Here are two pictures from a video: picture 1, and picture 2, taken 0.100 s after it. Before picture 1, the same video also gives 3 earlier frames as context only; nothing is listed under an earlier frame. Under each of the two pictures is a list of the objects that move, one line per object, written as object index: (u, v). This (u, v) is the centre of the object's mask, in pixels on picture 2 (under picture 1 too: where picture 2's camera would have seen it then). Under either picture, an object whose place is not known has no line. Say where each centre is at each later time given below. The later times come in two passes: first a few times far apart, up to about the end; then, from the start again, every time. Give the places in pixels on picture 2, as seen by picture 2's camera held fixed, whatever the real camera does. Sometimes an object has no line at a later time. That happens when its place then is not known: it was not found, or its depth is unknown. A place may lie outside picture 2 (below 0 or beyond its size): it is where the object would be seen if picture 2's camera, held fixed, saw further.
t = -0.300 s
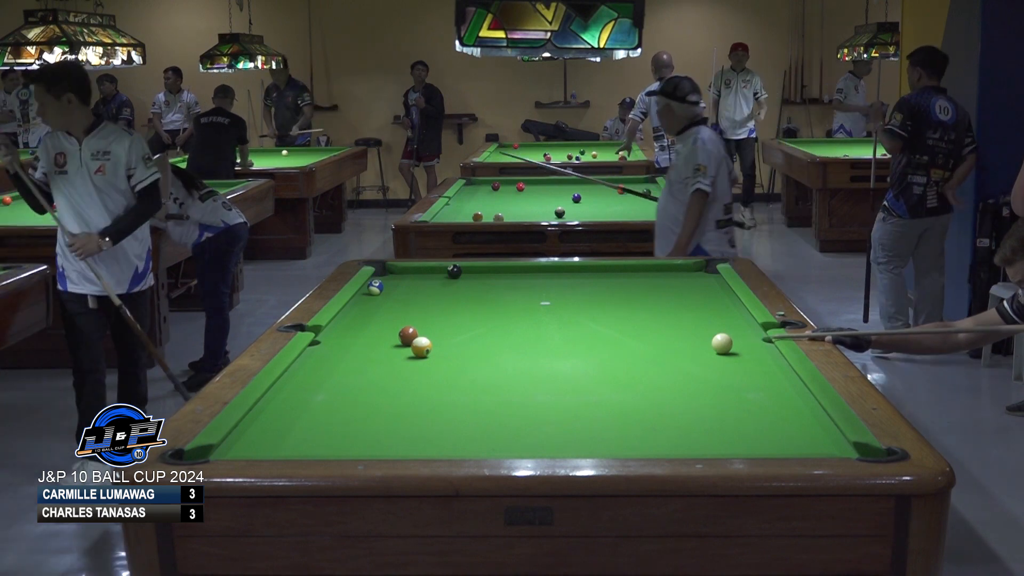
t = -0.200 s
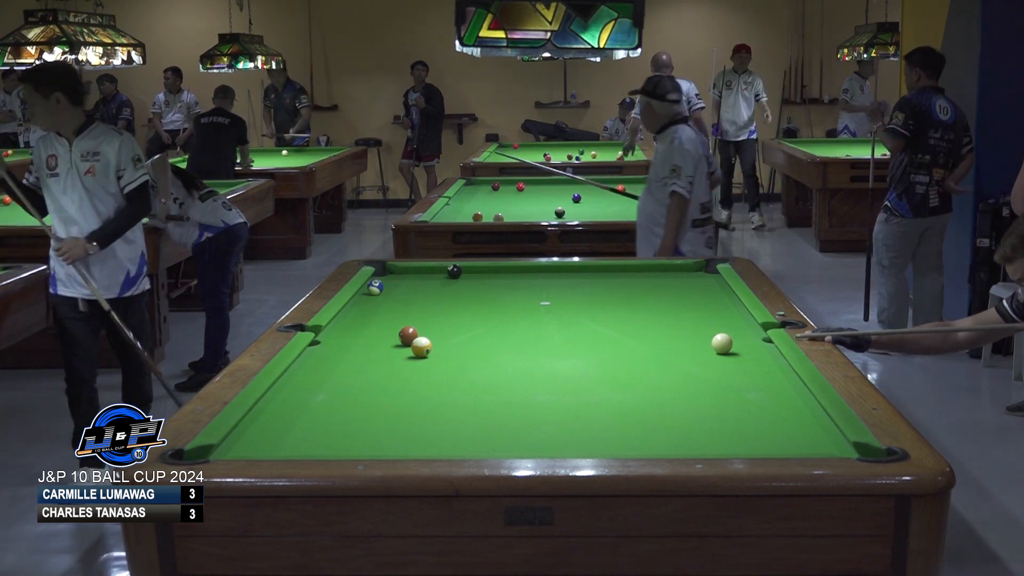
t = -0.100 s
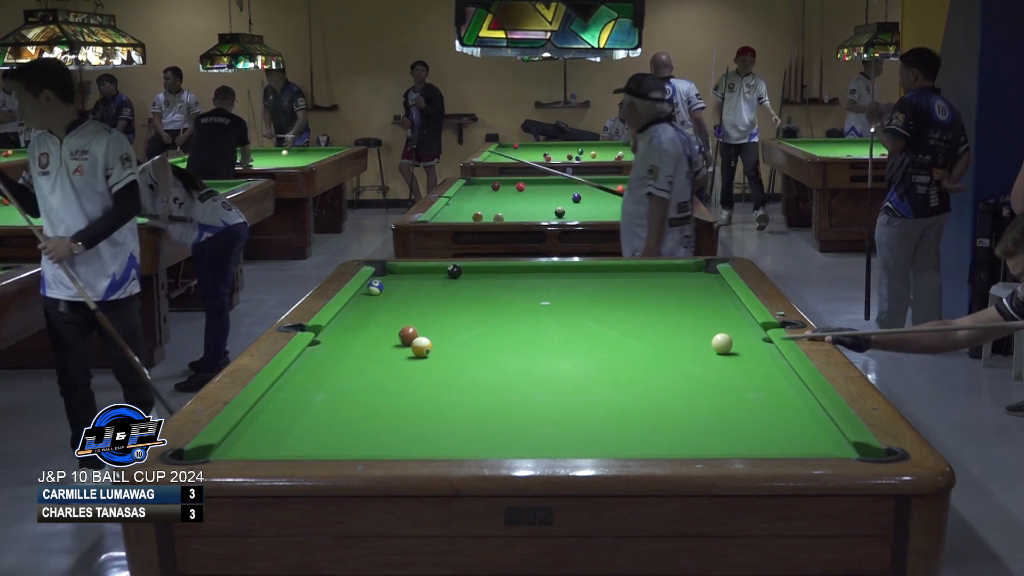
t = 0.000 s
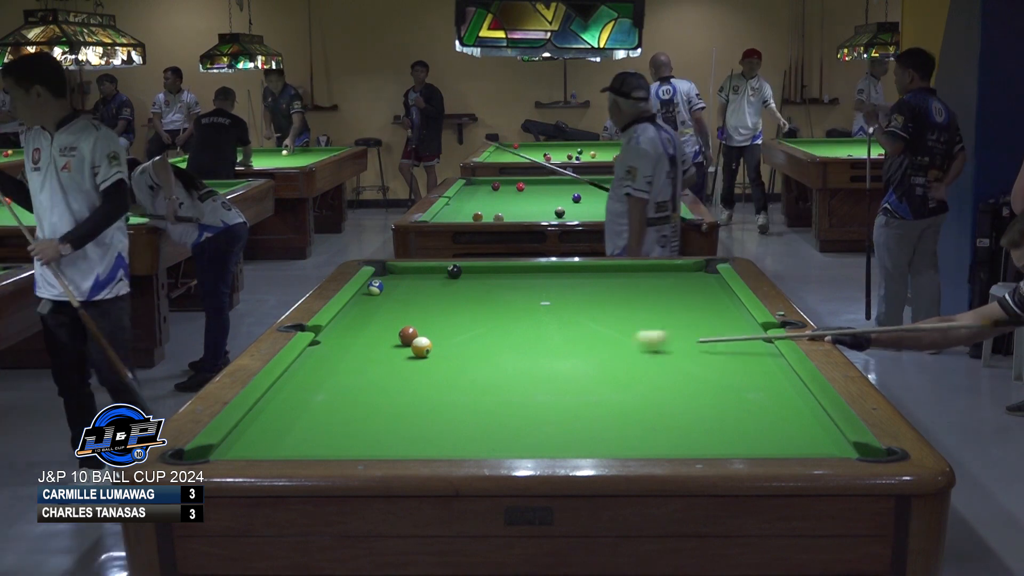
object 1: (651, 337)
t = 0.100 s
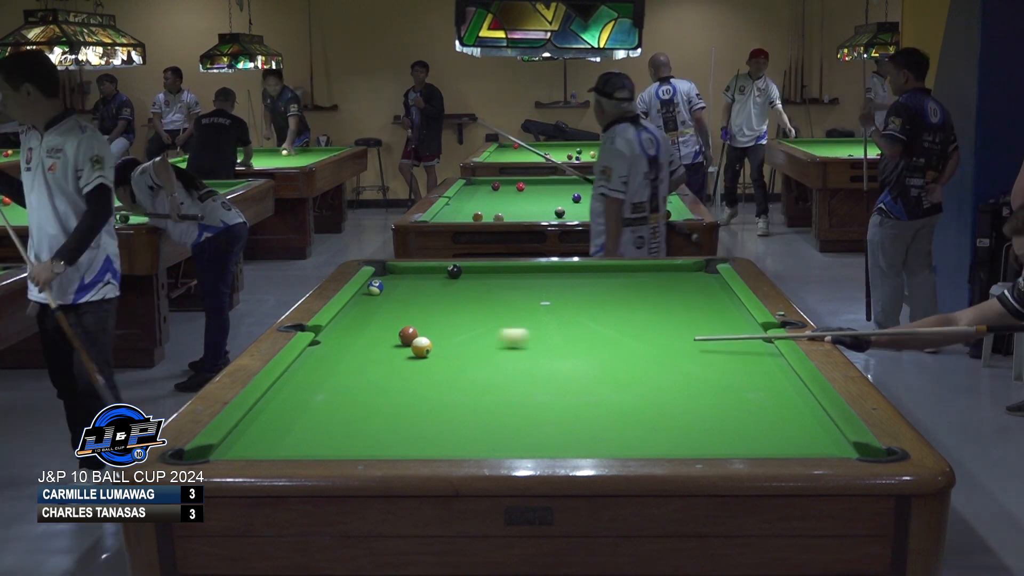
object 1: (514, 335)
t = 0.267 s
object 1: (423, 331)
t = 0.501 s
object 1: (380, 328)
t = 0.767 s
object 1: (353, 322)
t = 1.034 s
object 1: (394, 317)
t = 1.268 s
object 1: (427, 313)
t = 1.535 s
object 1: (462, 308)
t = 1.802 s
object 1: (494, 304)
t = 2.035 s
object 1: (520, 300)
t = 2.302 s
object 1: (547, 297)
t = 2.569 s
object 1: (571, 293)
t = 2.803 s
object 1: (591, 291)
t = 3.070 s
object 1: (612, 287)
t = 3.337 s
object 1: (632, 285)
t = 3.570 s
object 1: (647, 282)
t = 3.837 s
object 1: (663, 280)
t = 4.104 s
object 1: (678, 278)
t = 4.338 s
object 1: (689, 276)
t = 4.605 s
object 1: (702, 274)
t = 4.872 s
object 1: (710, 272)
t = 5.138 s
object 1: (705, 271)
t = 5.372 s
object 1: (702, 271)
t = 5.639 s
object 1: (698, 270)
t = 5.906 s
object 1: (696, 270)
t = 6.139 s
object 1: (695, 270)
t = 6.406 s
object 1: (694, 270)
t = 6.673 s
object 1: (694, 269)
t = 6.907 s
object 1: (694, 269)
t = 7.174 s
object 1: (694, 269)
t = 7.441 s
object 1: (694, 269)
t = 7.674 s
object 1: (694, 269)
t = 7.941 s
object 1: (694, 269)
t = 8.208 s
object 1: (694, 270)
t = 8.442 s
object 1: (694, 270)
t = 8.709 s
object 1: (694, 270)
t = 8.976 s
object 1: (694, 270)
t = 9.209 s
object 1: (694, 269)
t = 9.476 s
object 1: (694, 269)
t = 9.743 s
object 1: (694, 269)
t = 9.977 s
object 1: (694, 269)
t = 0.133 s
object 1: (471, 334)
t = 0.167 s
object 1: (432, 332)
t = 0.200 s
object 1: (427, 332)
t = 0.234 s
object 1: (426, 332)
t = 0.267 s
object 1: (423, 331)
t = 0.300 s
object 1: (420, 331)
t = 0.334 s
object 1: (415, 331)
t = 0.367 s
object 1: (410, 331)
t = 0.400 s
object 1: (404, 331)
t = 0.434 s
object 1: (397, 330)
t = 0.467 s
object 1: (389, 329)
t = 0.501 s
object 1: (380, 328)
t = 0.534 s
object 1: (372, 327)
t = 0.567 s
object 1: (362, 327)
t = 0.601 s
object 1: (353, 326)
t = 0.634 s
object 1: (344, 325)
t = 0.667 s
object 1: (337, 324)
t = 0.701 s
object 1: (342, 324)
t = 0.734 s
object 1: (348, 323)
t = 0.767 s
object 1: (353, 322)
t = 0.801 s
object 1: (359, 322)
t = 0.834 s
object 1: (364, 321)
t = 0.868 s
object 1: (369, 320)
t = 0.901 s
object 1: (374, 320)
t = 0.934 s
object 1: (379, 319)
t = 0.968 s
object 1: (385, 318)
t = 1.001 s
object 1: (389, 318)
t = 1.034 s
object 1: (394, 317)
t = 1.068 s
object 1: (399, 316)
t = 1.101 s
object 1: (404, 316)
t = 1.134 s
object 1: (408, 315)
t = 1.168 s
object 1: (413, 315)
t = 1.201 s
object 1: (418, 314)
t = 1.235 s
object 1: (423, 313)
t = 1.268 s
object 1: (427, 313)
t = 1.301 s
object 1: (432, 312)
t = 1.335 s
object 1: (436, 311)
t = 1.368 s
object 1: (440, 311)
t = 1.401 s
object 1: (445, 310)
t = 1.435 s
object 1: (449, 310)
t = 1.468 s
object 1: (453, 309)
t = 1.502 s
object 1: (458, 309)
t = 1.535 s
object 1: (462, 308)
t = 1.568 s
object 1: (466, 307)
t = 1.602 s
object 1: (470, 307)
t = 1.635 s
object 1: (474, 306)
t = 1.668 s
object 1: (478, 306)
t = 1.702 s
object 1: (482, 305)
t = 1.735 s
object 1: (486, 305)
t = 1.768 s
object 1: (490, 304)
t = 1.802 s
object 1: (494, 304)
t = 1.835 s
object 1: (497, 303)
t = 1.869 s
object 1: (501, 303)
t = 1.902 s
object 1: (505, 302)
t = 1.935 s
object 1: (509, 302)
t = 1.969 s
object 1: (512, 301)
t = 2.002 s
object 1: (516, 301)
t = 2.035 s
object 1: (520, 300)
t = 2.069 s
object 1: (523, 300)
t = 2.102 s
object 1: (526, 300)
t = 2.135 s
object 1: (530, 299)
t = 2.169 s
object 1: (533, 299)
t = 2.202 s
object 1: (537, 298)
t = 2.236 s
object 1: (540, 298)
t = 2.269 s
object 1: (543, 297)
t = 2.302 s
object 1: (547, 297)
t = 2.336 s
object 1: (550, 296)
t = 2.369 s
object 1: (553, 296)
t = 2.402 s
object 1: (556, 295)
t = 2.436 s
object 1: (559, 295)
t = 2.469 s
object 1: (563, 295)
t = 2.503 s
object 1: (565, 294)
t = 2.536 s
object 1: (569, 294)
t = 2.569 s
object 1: (571, 293)
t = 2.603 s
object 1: (574, 293)
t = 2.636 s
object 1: (577, 292)
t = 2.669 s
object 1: (580, 292)
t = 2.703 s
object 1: (583, 292)
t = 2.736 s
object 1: (586, 291)
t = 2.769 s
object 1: (589, 291)
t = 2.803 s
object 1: (591, 291)
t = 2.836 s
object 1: (594, 290)
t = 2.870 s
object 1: (597, 290)
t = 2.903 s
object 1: (600, 289)
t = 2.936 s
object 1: (602, 289)
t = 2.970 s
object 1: (605, 288)
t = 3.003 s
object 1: (607, 288)
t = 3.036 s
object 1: (610, 288)
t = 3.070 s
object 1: (612, 287)
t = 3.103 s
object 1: (615, 287)
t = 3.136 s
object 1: (617, 286)
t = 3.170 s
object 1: (620, 286)
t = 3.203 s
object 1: (622, 286)
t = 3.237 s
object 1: (625, 286)
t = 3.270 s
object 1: (627, 285)
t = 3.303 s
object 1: (630, 285)
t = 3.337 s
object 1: (632, 285)
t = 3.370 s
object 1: (634, 284)
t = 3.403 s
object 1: (636, 284)
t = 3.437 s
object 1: (639, 284)
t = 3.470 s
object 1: (641, 283)
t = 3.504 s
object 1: (643, 283)
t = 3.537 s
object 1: (645, 283)
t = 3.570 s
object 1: (647, 282)
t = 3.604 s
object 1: (649, 282)
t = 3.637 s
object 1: (651, 282)
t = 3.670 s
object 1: (653, 281)
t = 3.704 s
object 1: (655, 281)
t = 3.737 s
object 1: (657, 281)
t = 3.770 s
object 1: (660, 281)
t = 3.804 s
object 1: (662, 280)
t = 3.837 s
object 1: (663, 280)
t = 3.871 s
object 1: (665, 280)
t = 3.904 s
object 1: (667, 280)
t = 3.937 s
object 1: (669, 279)
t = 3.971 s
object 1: (671, 279)
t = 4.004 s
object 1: (673, 279)
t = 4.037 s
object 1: (674, 278)
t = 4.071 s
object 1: (676, 278)
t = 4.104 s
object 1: (678, 278)
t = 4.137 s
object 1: (680, 278)
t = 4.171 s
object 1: (681, 277)
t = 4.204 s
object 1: (683, 277)
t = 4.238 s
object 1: (685, 277)
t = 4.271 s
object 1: (686, 277)
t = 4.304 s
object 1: (688, 276)
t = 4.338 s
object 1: (689, 276)
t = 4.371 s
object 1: (691, 276)
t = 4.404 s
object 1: (693, 276)
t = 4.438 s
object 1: (694, 275)
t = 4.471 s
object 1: (696, 275)
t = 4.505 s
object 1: (697, 275)
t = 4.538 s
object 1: (699, 275)
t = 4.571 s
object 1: (700, 274)
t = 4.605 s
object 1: (702, 274)
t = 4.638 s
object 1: (703, 274)
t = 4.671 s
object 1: (704, 274)
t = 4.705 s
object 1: (706, 273)
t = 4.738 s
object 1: (707, 273)
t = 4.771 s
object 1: (708, 273)
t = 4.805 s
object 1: (709, 273)
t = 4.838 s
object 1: (711, 273)
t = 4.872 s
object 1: (710, 272)
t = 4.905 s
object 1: (710, 272)
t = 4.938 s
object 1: (709, 272)
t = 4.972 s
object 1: (709, 272)
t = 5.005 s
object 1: (708, 272)
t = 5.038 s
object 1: (707, 272)
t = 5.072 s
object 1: (707, 272)
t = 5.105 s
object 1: (706, 272)
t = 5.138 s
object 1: (705, 271)
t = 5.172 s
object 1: (705, 271)
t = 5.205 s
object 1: (704, 271)
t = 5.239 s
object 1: (704, 271)
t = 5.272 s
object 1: (703, 271)
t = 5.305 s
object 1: (702, 271)
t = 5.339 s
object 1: (702, 271)
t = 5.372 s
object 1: (702, 271)
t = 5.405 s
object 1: (701, 271)
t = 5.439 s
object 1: (700, 271)
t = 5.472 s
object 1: (700, 271)
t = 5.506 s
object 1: (700, 271)
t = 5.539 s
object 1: (699, 270)
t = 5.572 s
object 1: (699, 270)
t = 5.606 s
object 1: (699, 270)
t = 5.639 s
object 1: (698, 270)
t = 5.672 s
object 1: (698, 270)
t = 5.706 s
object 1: (698, 270)
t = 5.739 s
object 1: (698, 270)
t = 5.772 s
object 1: (697, 270)
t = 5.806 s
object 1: (697, 270)
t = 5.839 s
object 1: (697, 270)
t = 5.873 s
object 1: (697, 270)
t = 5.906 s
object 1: (696, 270)
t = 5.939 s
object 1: (696, 270)
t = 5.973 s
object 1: (696, 270)
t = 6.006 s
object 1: (696, 270)
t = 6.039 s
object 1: (696, 270)
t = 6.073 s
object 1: (696, 270)
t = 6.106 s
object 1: (695, 270)
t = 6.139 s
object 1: (695, 270)
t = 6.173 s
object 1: (695, 270)
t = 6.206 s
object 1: (695, 270)
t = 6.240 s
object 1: (695, 270)
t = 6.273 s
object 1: (695, 270)
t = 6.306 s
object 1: (695, 270)
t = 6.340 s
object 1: (694, 270)
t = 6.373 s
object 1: (694, 270)
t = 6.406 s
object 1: (694, 270)
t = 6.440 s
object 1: (694, 270)
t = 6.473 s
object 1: (694, 270)
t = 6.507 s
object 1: (694, 270)
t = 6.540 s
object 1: (694, 270)
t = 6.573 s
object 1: (694, 270)
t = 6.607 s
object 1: (694, 269)
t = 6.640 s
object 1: (694, 269)
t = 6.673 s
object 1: (694, 269)
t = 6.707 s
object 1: (694, 269)
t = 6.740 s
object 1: (694, 269)
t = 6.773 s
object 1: (694, 269)
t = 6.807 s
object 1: (694, 269)
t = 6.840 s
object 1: (694, 269)
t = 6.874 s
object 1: (694, 269)
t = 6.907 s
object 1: (694, 269)
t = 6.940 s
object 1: (694, 269)
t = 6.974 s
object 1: (694, 269)
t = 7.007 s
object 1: (694, 269)
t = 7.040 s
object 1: (694, 269)
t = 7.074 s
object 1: (694, 269)
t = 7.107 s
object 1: (694, 269)
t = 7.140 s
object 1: (694, 269)
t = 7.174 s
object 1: (694, 269)
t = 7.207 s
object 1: (694, 269)
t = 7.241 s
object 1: (694, 269)
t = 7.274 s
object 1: (694, 269)
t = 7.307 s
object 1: (694, 269)
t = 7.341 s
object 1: (694, 269)
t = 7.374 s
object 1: (694, 269)
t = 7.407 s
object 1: (694, 269)
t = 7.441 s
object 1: (694, 269)
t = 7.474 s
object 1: (694, 269)
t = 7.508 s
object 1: (694, 269)
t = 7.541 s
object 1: (694, 269)
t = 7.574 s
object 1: (694, 269)
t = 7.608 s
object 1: (694, 269)
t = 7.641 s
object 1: (694, 269)
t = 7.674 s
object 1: (694, 269)
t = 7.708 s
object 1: (694, 269)
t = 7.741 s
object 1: (694, 269)
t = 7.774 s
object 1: (694, 269)
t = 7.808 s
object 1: (694, 269)
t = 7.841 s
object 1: (694, 269)
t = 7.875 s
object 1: (694, 269)
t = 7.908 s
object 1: (694, 269)
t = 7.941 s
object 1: (694, 269)
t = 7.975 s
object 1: (694, 269)
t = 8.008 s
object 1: (694, 269)
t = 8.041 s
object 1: (694, 269)
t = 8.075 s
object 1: (694, 269)
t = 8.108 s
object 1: (694, 269)
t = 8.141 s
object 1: (694, 269)
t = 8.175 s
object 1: (694, 269)
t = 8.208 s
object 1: (694, 270)
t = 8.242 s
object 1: (694, 270)
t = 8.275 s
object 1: (694, 270)
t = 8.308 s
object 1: (694, 270)
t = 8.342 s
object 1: (694, 270)
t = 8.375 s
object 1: (694, 270)
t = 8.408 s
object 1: (694, 270)
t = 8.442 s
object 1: (694, 270)
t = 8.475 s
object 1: (694, 270)
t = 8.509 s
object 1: (694, 270)
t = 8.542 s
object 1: (694, 270)
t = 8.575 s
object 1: (694, 270)
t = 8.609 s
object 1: (694, 270)
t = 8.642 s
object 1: (694, 269)
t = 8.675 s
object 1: (694, 270)
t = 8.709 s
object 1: (694, 270)
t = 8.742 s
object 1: (694, 270)
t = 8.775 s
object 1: (694, 270)
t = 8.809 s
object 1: (694, 270)
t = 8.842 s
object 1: (694, 270)
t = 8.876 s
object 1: (694, 270)
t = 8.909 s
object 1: (694, 270)
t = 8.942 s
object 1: (694, 270)
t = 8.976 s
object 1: (694, 270)
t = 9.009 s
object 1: (694, 270)
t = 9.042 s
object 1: (694, 269)
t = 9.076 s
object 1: (694, 269)
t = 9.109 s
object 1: (694, 269)
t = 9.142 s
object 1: (694, 269)
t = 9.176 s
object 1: (694, 269)
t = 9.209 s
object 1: (694, 269)
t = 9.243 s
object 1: (694, 269)
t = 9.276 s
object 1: (694, 269)
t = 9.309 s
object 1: (694, 269)
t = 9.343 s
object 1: (694, 269)
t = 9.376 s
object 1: (694, 269)
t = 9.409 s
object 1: (694, 269)
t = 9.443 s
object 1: (694, 269)
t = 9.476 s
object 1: (694, 269)
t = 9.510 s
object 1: (694, 269)
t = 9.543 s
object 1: (694, 269)
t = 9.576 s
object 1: (694, 269)
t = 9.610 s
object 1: (694, 269)
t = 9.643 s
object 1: (694, 269)
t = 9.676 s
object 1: (694, 269)
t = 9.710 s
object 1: (694, 269)
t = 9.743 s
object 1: (694, 269)
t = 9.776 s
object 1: (694, 269)
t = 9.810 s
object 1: (694, 269)
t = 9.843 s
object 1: (694, 269)
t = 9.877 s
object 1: (694, 269)
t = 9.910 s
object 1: (694, 269)
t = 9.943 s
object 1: (694, 269)
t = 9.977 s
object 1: (694, 269)
